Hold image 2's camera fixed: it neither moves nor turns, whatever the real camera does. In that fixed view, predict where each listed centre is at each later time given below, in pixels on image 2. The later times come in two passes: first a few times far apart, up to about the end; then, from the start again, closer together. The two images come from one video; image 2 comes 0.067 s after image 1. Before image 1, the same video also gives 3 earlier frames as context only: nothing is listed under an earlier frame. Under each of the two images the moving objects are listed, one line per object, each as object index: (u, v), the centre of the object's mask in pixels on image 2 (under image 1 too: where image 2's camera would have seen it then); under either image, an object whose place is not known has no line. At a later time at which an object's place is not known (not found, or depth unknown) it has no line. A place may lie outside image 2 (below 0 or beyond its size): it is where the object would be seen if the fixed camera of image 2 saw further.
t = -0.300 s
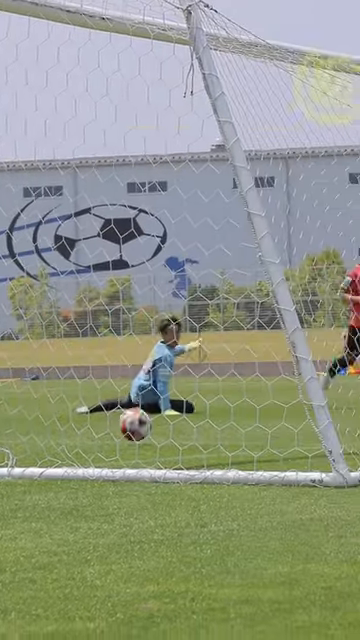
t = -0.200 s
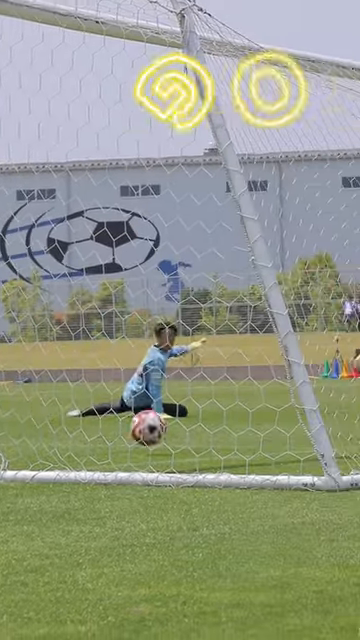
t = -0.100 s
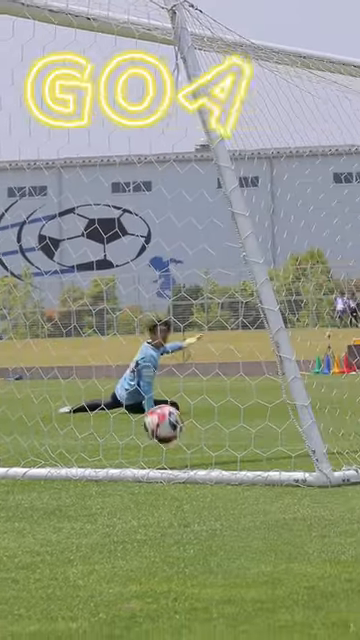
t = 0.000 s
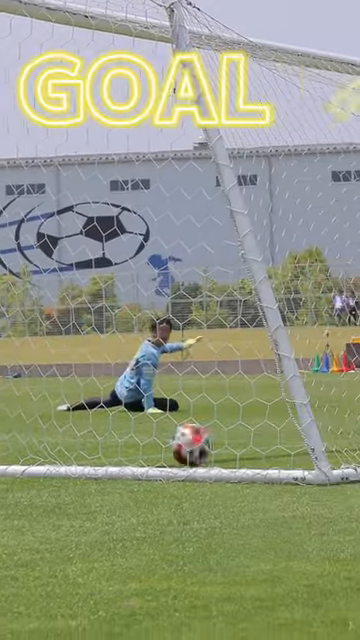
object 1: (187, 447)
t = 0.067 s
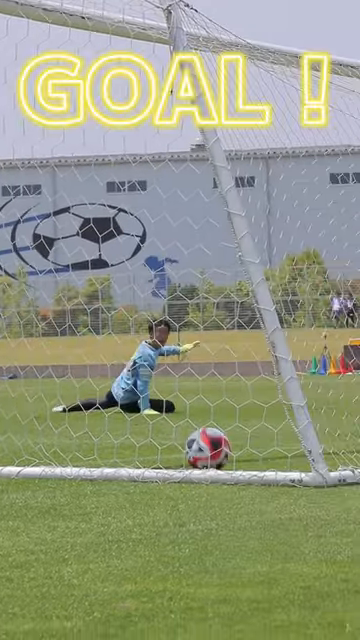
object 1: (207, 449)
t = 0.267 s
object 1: (285, 317)
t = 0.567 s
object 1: (322, 375)
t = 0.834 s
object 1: (292, 453)
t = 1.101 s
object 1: (243, 453)
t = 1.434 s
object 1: (184, 450)
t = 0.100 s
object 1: (217, 449)
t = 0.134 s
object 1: (232, 430)
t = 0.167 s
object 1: (249, 397)
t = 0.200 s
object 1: (262, 359)
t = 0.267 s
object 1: (285, 317)
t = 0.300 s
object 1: (288, 314)
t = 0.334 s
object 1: (293, 315)
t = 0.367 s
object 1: (298, 317)
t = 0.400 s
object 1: (302, 323)
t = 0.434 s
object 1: (306, 330)
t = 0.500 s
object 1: (315, 350)
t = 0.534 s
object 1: (318, 361)
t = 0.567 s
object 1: (322, 375)
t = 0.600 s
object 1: (327, 391)
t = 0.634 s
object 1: (331, 411)
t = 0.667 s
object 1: (334, 433)
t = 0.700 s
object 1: (337, 450)
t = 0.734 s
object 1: (325, 452)
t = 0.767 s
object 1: (300, 456)
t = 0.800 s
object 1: (295, 456)
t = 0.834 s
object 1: (292, 453)
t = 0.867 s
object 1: (287, 452)
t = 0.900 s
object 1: (280, 452)
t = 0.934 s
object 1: (273, 454)
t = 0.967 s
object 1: (266, 453)
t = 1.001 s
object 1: (260, 452)
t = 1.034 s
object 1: (253, 453)
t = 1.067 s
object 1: (248, 453)
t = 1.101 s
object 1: (243, 453)
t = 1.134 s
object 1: (236, 452)
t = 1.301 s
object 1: (206, 450)
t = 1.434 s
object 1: (184, 450)
